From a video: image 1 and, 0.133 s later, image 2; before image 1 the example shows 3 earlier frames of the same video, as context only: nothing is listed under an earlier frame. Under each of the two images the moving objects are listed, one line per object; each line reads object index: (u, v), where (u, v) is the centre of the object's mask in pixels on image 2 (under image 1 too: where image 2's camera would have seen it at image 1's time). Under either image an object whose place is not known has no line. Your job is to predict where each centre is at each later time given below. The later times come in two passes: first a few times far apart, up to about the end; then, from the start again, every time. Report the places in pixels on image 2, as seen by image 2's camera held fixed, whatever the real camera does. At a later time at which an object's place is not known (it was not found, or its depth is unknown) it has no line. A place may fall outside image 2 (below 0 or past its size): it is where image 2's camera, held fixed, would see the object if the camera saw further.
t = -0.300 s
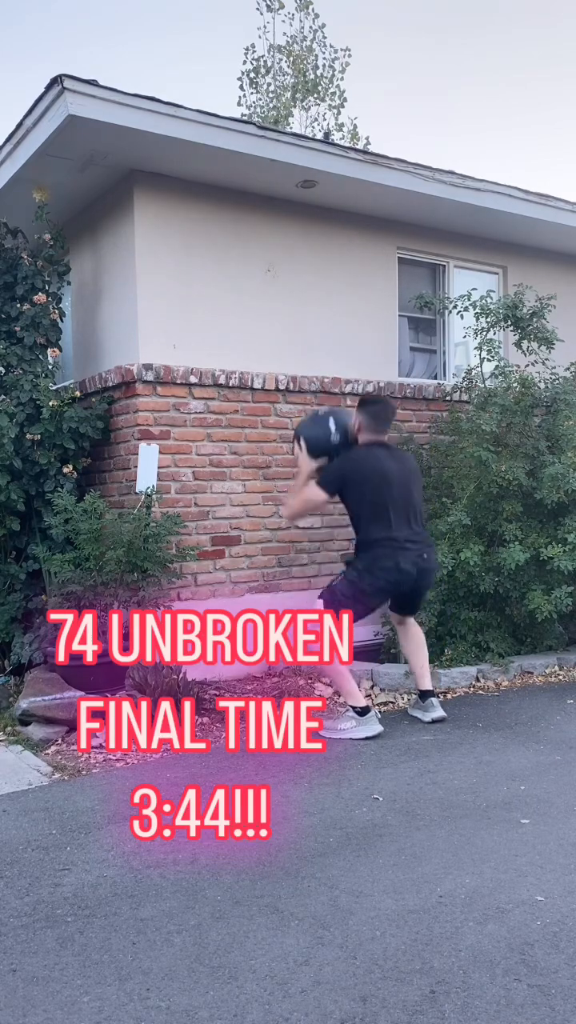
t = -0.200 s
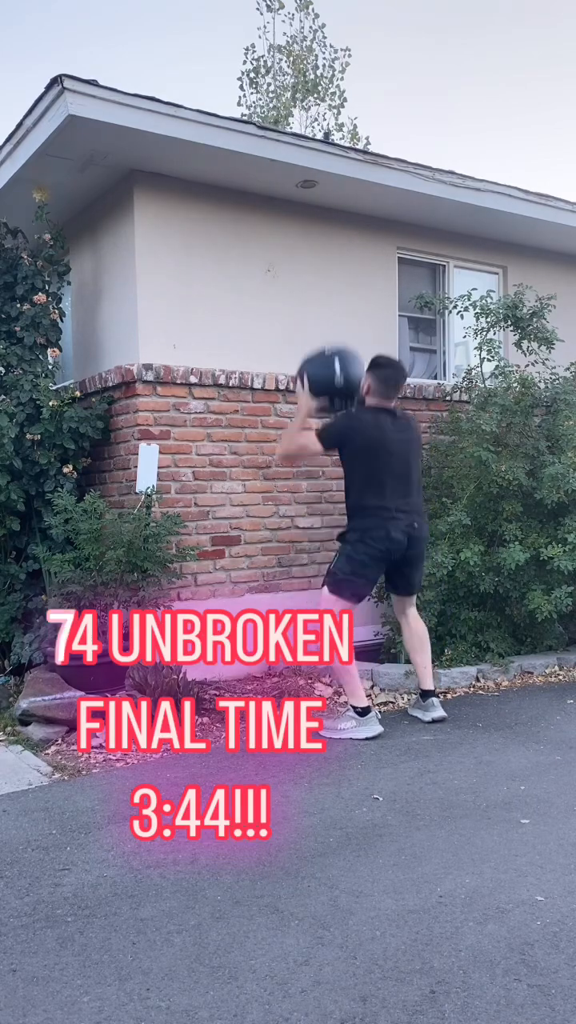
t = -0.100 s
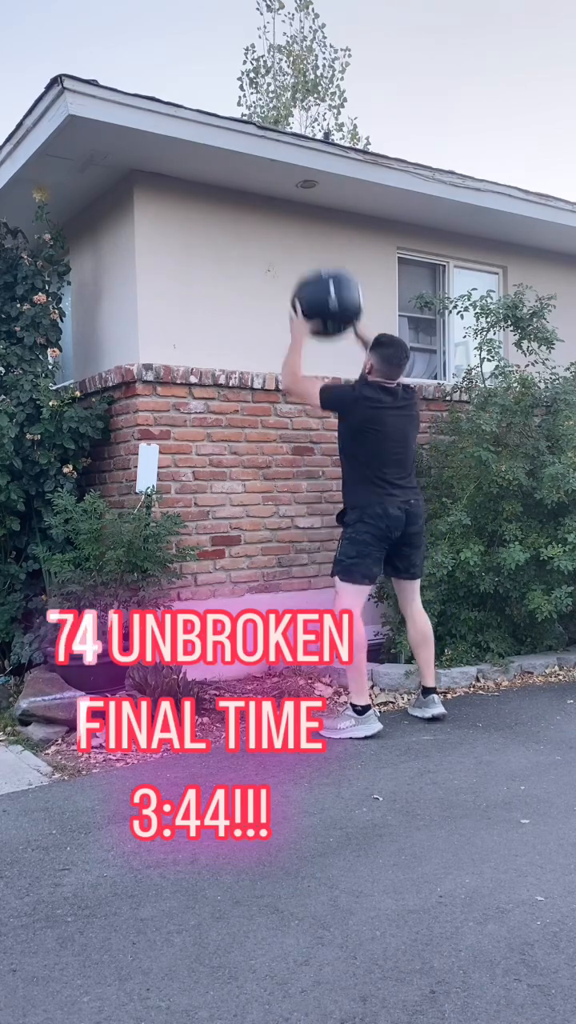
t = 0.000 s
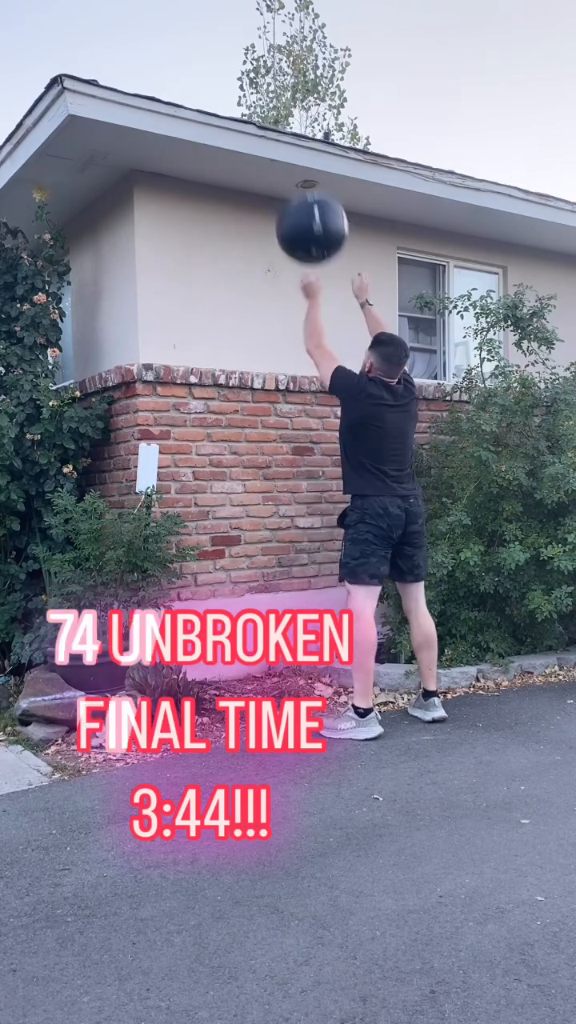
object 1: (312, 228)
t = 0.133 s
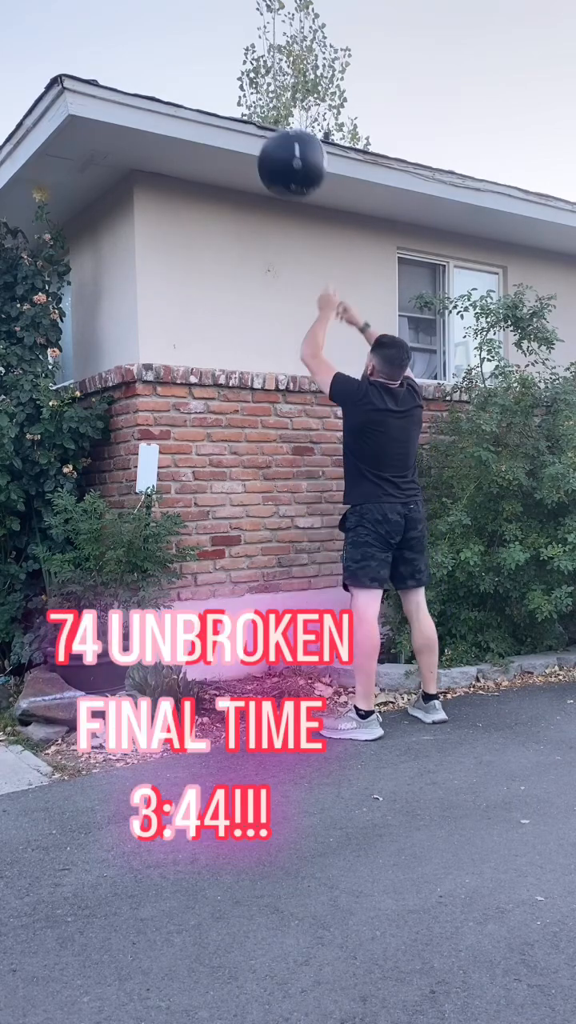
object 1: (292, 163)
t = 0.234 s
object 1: (279, 140)
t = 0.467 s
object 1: (286, 165)
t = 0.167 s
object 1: (287, 154)
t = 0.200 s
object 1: (283, 146)
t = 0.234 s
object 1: (279, 140)
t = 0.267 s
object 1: (275, 136)
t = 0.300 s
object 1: (274, 135)
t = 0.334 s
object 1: (275, 137)
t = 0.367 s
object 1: (278, 141)
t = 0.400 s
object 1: (280, 147)
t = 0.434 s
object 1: (283, 155)
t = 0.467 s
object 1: (286, 165)
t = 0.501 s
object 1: (289, 177)
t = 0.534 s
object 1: (292, 193)
